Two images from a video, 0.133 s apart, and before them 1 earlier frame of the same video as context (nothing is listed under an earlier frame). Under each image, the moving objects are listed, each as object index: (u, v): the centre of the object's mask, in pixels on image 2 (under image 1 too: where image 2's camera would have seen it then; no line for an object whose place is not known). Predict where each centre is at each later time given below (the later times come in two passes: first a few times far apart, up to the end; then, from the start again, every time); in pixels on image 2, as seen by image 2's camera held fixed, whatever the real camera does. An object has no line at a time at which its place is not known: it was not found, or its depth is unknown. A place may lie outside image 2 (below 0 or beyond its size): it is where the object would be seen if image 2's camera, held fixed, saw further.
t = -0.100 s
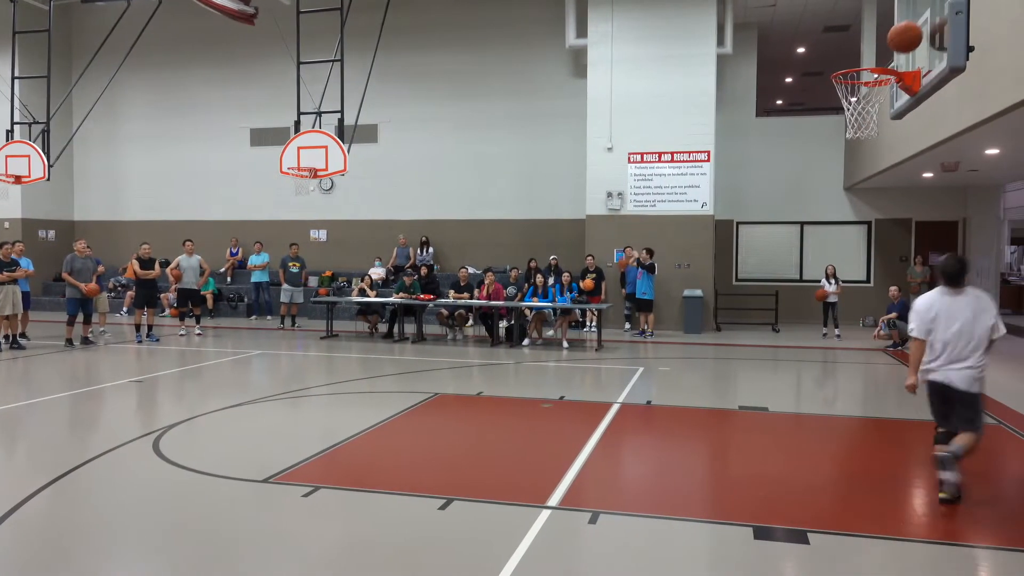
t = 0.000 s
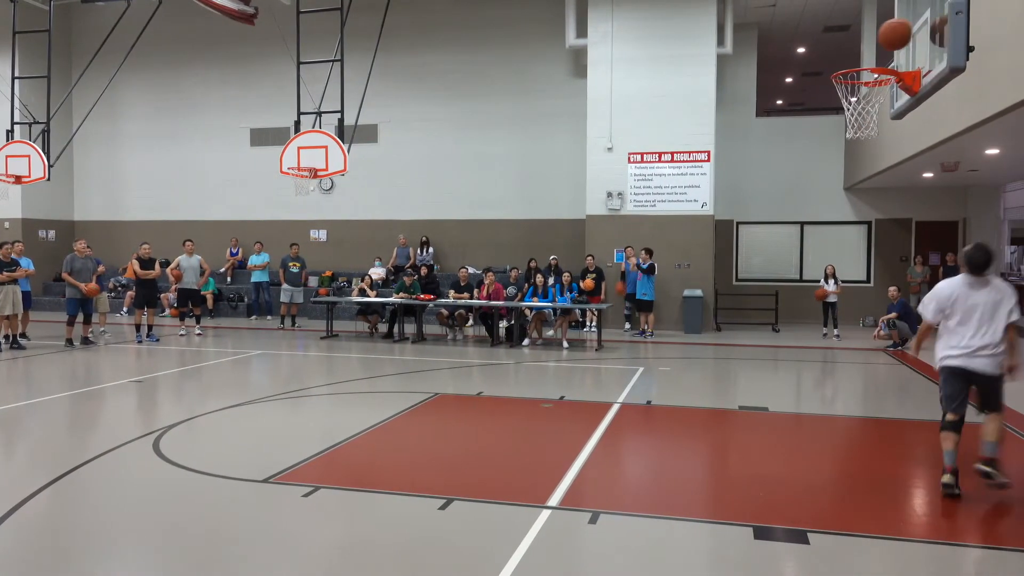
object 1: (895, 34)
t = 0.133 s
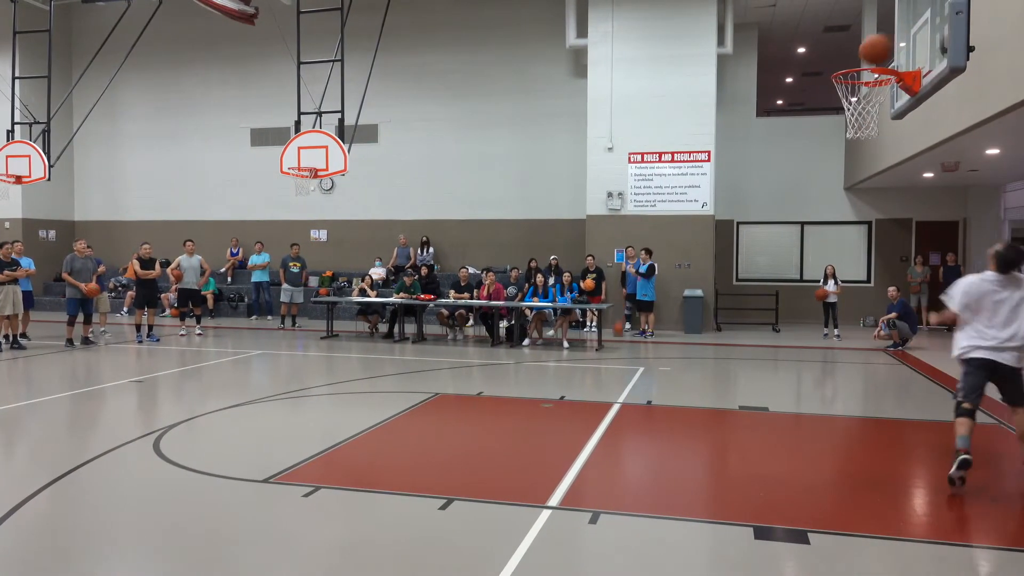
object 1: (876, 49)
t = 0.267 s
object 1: (862, 56)
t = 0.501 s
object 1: (851, 56)
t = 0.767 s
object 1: (829, 77)
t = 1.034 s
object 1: (815, 157)
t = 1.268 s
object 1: (795, 288)
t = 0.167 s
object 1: (870, 56)
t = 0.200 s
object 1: (866, 60)
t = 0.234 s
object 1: (863, 58)
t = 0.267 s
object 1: (862, 56)
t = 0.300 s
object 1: (860, 53)
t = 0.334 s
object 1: (859, 51)
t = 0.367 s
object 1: (857, 50)
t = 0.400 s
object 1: (855, 49)
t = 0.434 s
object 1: (854, 51)
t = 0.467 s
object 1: (852, 53)
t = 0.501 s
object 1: (851, 56)
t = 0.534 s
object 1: (849, 59)
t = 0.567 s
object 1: (846, 62)
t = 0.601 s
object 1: (844, 63)
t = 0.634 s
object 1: (842, 63)
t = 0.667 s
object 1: (840, 65)
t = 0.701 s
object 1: (836, 66)
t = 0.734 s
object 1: (833, 69)
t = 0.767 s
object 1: (829, 77)
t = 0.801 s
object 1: (827, 84)
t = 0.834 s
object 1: (826, 92)
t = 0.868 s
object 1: (825, 99)
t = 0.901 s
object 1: (825, 108)
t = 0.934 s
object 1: (823, 118)
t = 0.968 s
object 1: (820, 132)
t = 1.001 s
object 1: (817, 143)
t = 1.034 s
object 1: (815, 157)
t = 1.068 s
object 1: (811, 173)
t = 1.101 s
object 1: (809, 188)
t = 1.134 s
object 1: (807, 205)
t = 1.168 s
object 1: (806, 223)
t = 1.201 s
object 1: (801, 243)
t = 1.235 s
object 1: (799, 262)
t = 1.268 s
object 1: (795, 288)
